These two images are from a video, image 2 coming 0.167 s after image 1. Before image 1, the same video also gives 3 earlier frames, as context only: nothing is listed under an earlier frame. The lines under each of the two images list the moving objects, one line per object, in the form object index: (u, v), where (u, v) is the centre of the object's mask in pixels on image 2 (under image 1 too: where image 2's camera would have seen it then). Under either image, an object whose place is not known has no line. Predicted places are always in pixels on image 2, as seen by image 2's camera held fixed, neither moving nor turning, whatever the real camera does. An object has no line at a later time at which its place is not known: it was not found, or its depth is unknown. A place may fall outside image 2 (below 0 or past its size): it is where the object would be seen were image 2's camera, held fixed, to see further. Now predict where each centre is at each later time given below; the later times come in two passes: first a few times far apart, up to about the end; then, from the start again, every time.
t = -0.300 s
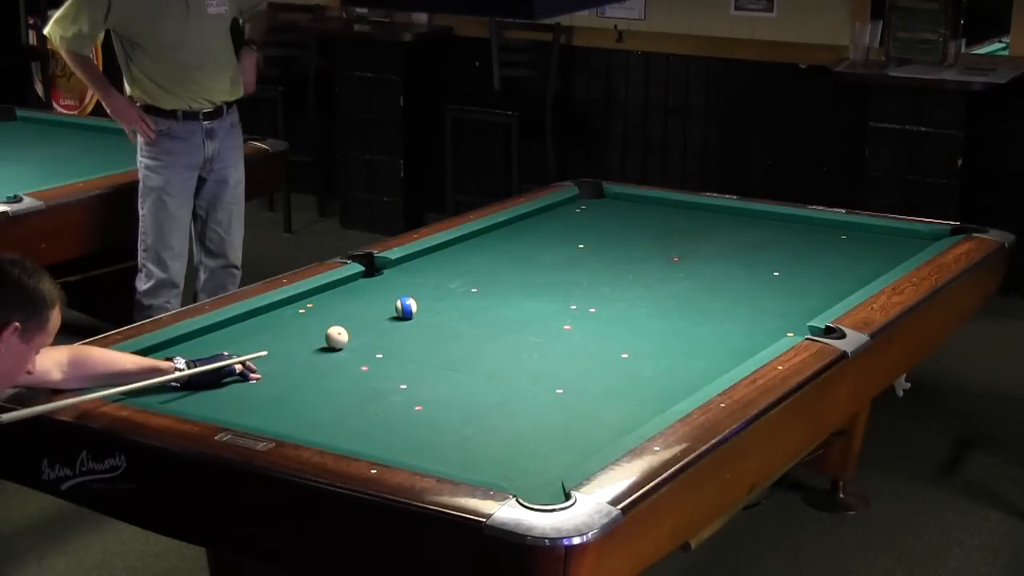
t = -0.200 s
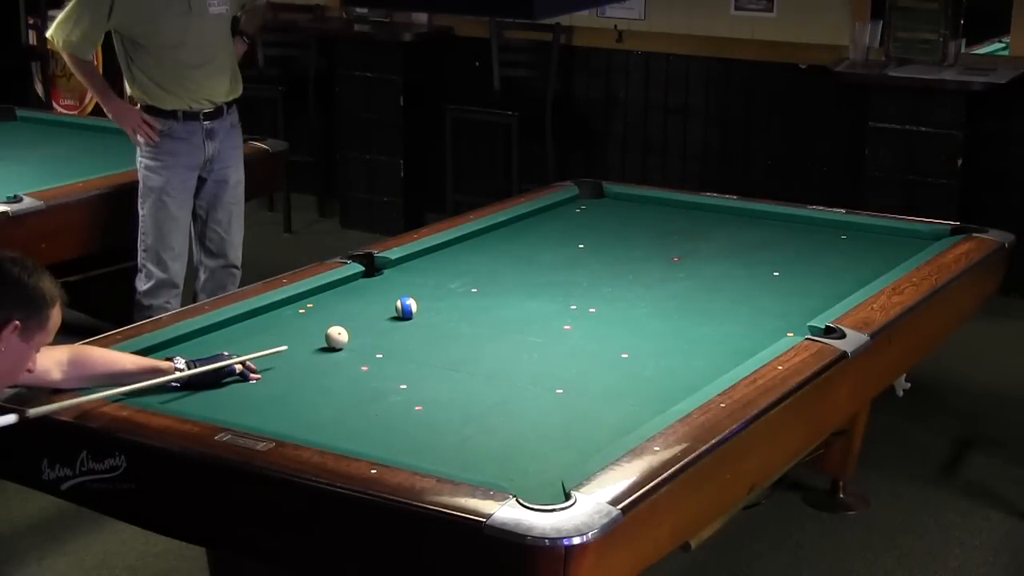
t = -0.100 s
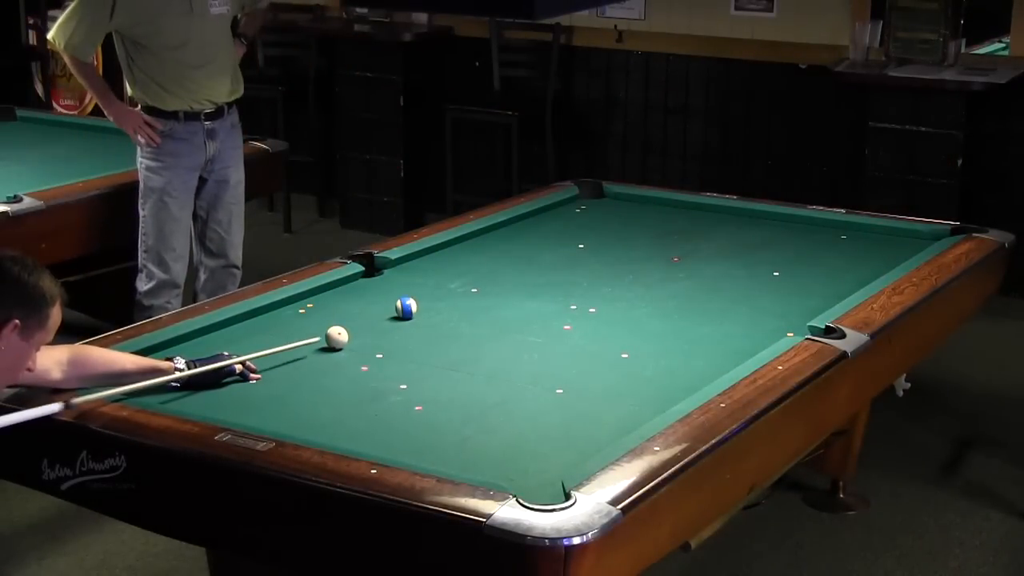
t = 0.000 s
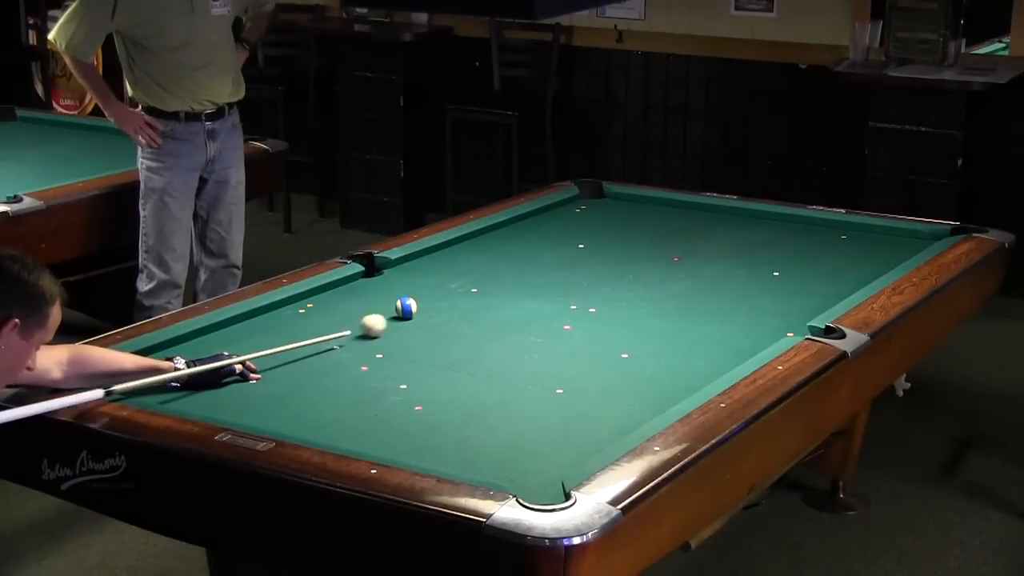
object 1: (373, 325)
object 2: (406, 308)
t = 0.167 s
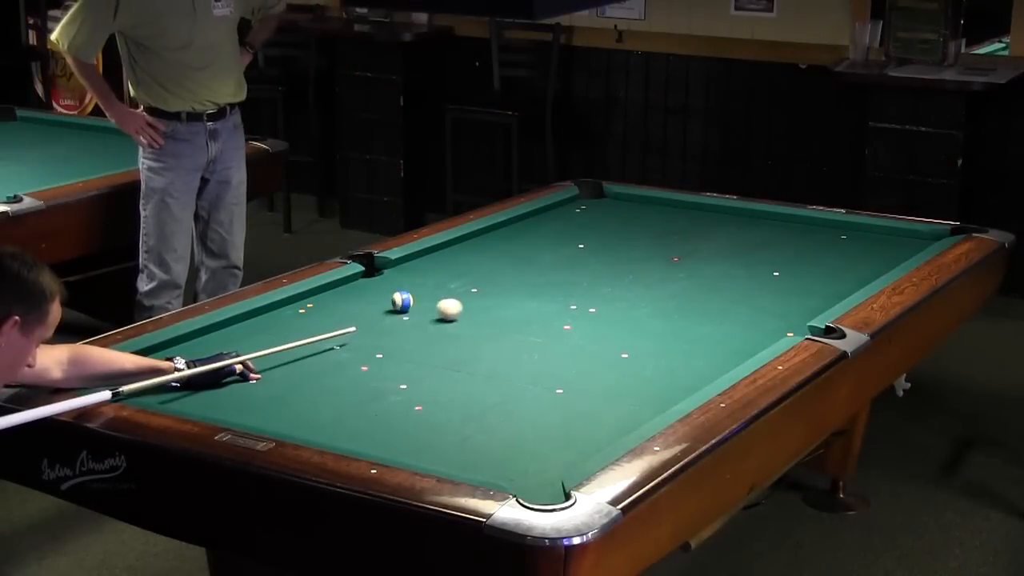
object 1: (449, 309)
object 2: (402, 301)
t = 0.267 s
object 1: (495, 303)
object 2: (398, 295)
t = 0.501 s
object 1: (594, 291)
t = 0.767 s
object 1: (699, 277)
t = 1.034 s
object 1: (796, 265)
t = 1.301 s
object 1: (885, 254)
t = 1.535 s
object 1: (914, 242)
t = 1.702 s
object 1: (908, 233)
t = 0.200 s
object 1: (465, 307)
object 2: (401, 299)
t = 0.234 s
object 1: (480, 305)
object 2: (399, 297)
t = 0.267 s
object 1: (495, 303)
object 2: (398, 295)
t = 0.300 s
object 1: (509, 302)
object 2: (396, 293)
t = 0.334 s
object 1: (524, 300)
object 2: (395, 291)
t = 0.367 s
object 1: (538, 298)
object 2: (394, 289)
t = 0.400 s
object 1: (553, 296)
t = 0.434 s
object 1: (566, 294)
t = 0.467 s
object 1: (580, 293)
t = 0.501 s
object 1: (594, 291)
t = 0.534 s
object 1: (608, 289)
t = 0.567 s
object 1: (621, 287)
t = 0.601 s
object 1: (634, 286)
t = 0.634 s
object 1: (648, 284)
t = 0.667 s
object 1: (661, 282)
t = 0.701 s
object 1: (674, 281)
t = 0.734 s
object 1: (686, 279)
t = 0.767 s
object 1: (699, 277)
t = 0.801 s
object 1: (712, 276)
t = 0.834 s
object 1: (724, 274)
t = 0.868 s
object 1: (736, 273)
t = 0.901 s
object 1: (748, 271)
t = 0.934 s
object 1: (760, 270)
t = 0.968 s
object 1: (773, 268)
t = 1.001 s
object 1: (784, 266)
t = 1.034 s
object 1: (796, 265)
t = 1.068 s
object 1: (807, 263)
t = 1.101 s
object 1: (819, 262)
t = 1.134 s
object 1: (830, 261)
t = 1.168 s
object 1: (841, 259)
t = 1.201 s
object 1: (853, 258)
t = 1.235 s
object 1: (864, 256)
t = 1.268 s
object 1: (875, 255)
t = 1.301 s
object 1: (885, 254)
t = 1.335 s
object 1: (896, 252)
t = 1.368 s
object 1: (906, 250)
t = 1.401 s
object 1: (916, 248)
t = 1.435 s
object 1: (916, 246)
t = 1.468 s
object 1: (915, 245)
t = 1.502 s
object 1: (914, 243)
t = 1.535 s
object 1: (914, 242)
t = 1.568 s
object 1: (912, 240)
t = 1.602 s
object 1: (911, 238)
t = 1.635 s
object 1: (910, 237)
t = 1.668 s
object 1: (909, 235)
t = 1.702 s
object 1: (908, 233)
